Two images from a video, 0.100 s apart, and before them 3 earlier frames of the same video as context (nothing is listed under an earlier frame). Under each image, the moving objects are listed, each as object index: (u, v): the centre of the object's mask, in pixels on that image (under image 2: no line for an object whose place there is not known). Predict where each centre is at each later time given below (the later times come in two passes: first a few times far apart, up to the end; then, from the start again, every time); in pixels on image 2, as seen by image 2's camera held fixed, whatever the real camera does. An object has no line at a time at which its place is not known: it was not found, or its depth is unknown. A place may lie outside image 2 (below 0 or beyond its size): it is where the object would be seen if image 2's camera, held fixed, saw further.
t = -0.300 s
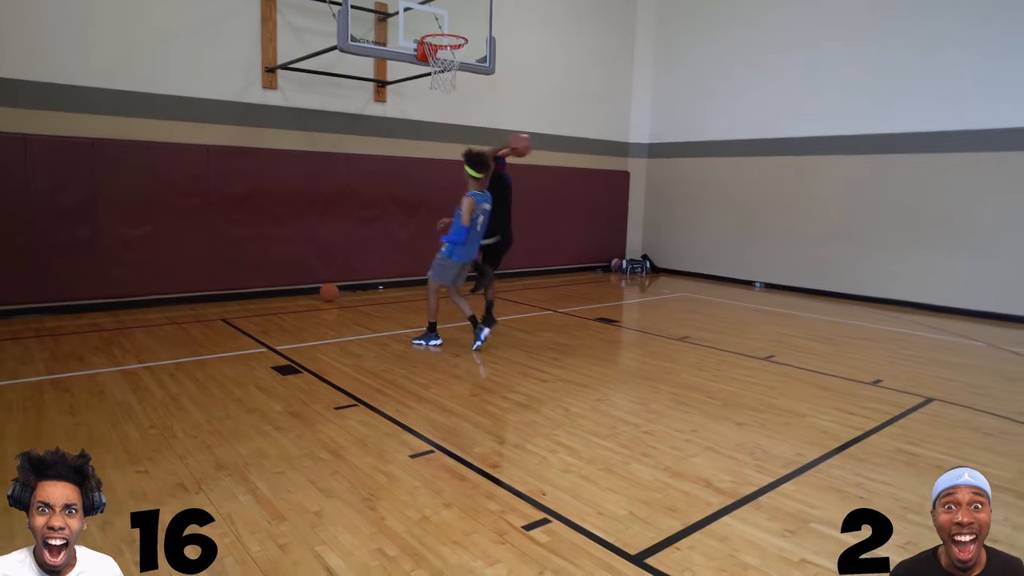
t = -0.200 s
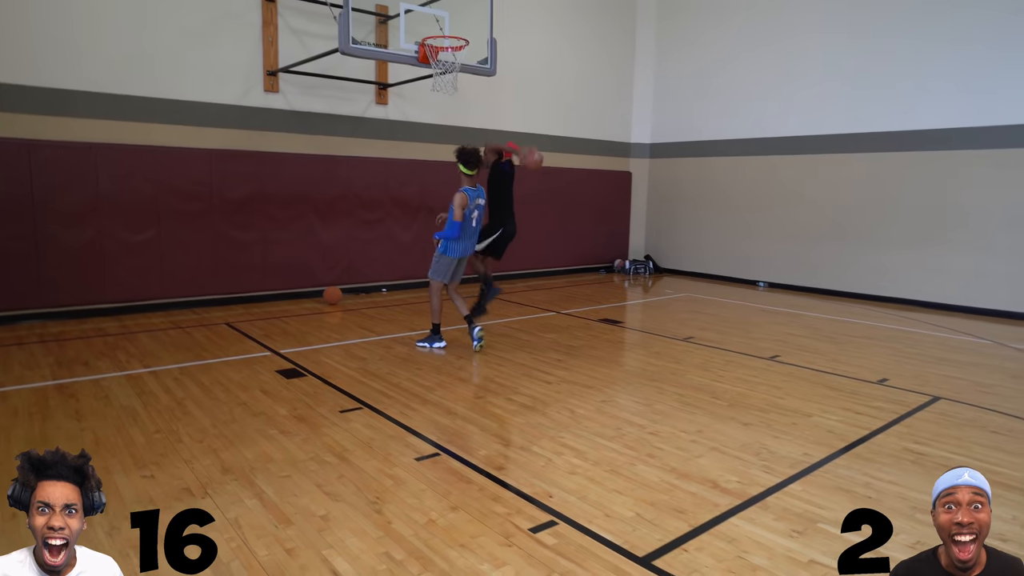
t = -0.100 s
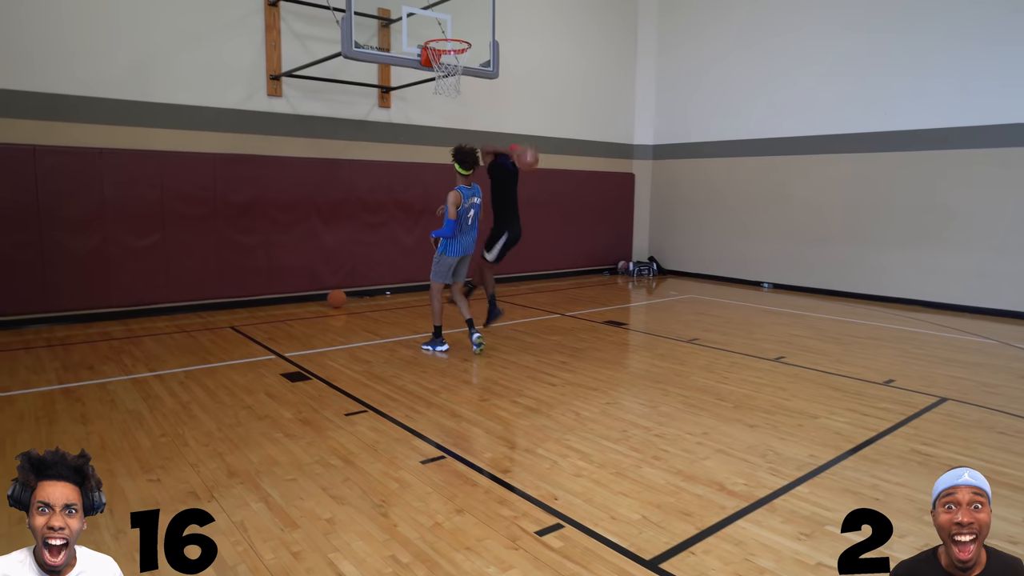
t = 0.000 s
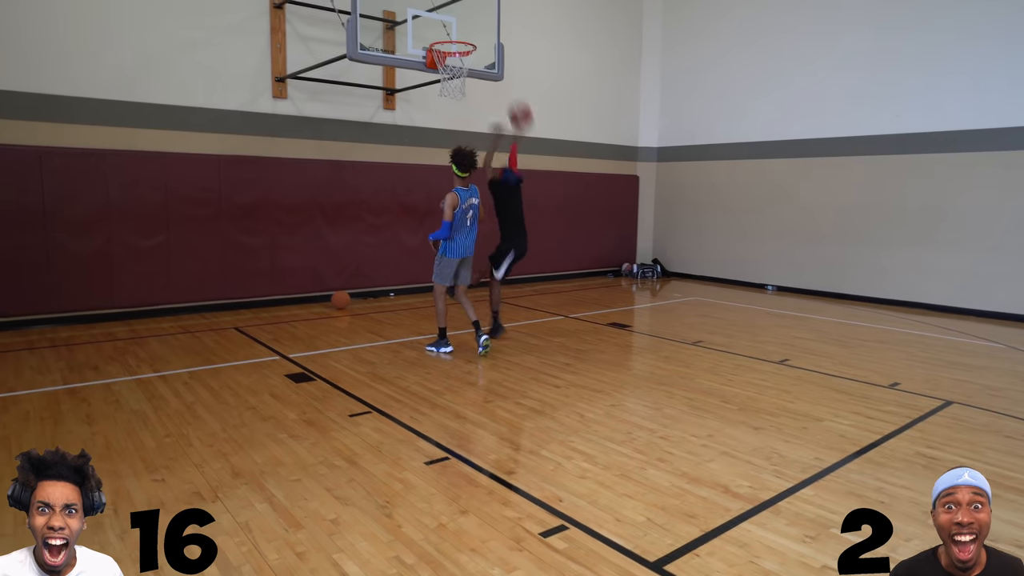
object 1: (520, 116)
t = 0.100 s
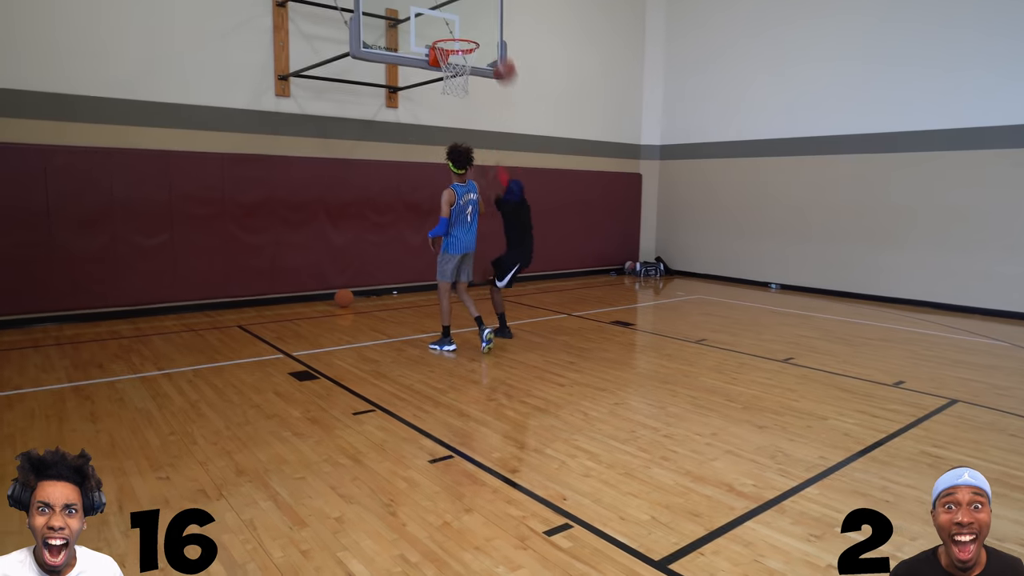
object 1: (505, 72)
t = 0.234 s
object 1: (479, 30)
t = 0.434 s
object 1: (491, 0)
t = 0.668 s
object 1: (528, 13)
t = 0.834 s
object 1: (556, 57)
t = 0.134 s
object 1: (497, 57)
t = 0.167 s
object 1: (491, 47)
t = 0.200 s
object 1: (485, 38)
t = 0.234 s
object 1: (479, 30)
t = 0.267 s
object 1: (473, 23)
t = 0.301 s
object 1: (472, 17)
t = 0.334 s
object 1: (477, 11)
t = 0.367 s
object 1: (482, 7)
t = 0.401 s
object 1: (487, 3)
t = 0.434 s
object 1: (491, 0)
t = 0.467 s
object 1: (497, -1)
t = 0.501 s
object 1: (503, -2)
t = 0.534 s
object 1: (507, -1)
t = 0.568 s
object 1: (512, 0)
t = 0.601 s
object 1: (517, 3)
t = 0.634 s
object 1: (522, 7)
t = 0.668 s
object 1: (528, 13)
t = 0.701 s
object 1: (534, 19)
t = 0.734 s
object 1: (540, 27)
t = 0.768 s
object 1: (545, 35)
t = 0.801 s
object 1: (551, 45)
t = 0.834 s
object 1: (556, 57)
